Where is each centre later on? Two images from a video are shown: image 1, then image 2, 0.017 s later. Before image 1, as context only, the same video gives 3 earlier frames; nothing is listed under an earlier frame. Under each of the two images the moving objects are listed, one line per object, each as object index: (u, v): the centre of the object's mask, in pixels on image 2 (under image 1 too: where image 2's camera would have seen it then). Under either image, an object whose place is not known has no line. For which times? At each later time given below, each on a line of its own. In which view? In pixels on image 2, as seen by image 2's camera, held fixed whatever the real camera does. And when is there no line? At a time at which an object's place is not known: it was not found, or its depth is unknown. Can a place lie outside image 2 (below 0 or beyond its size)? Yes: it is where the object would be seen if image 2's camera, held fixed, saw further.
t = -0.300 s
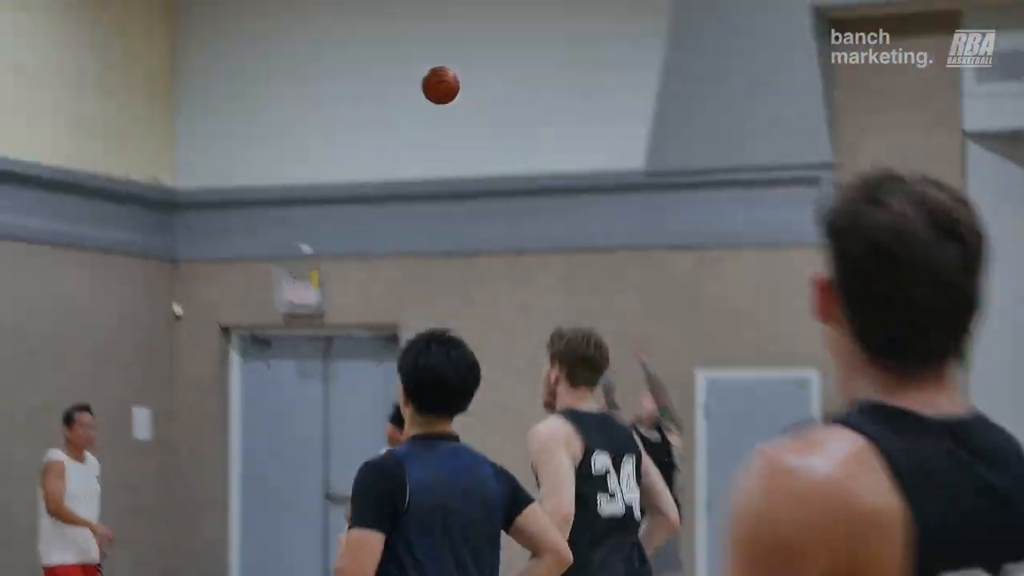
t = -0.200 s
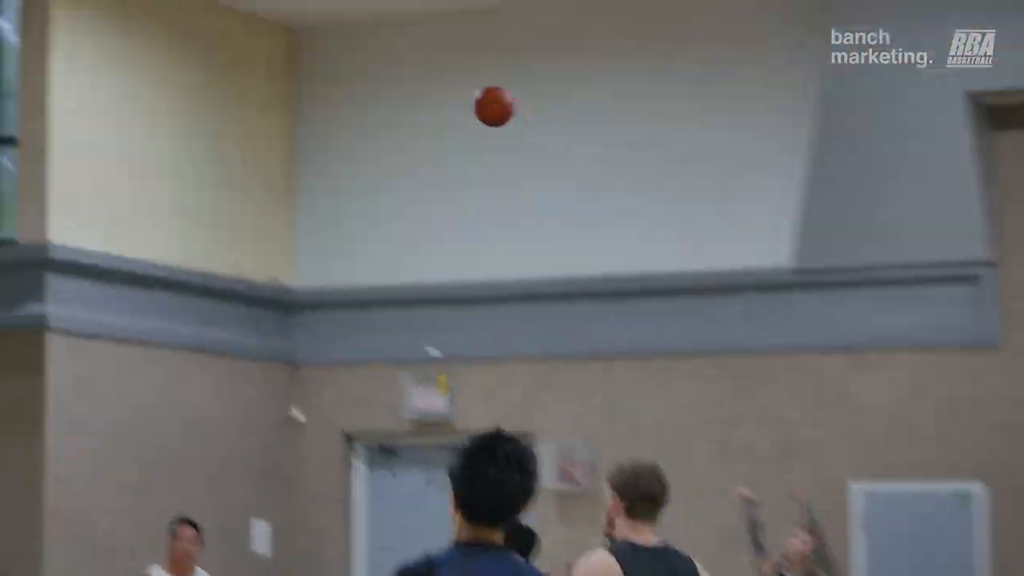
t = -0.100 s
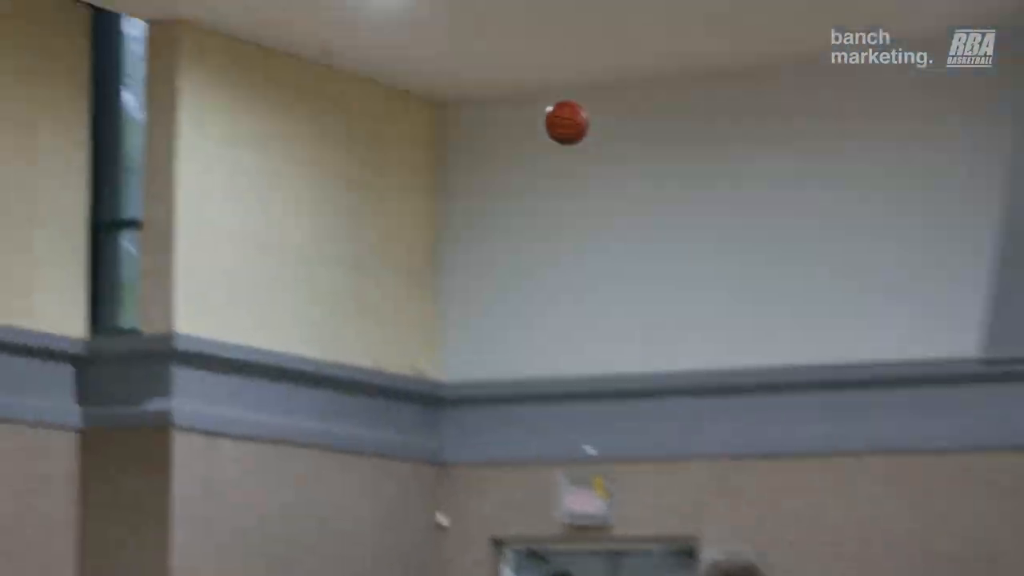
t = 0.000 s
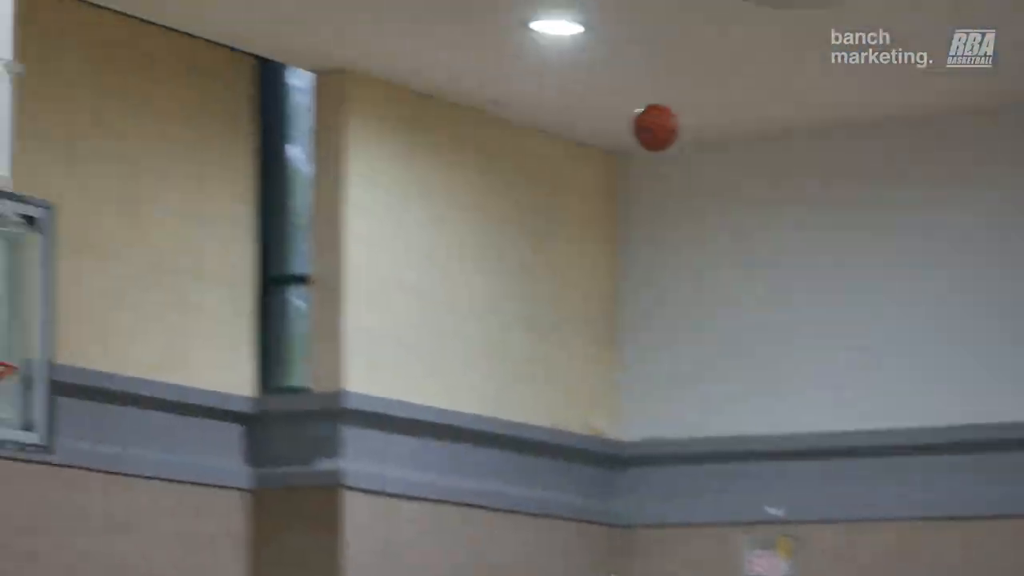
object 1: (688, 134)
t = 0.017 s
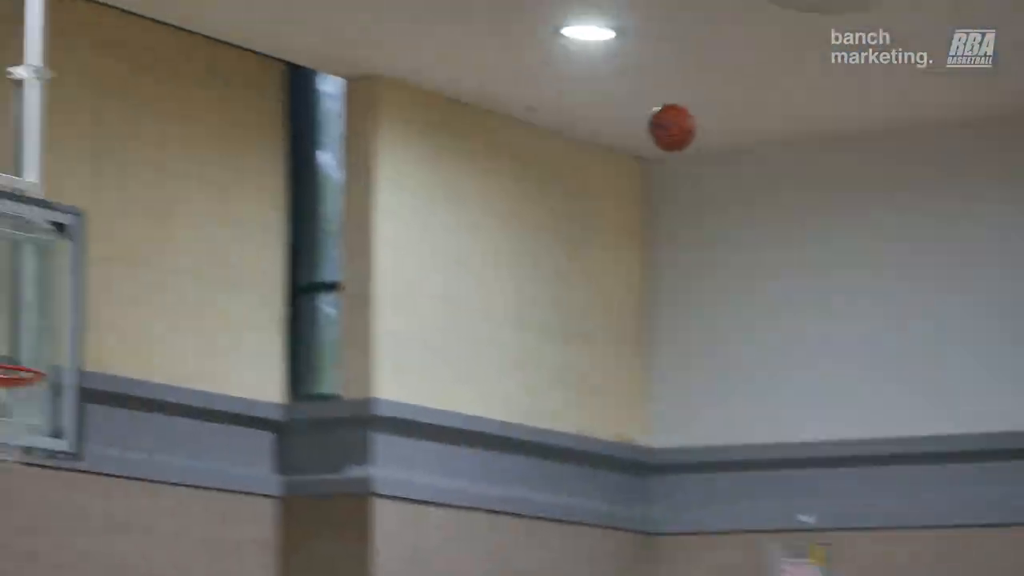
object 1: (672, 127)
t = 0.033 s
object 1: (655, 122)
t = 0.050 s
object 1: (638, 117)
